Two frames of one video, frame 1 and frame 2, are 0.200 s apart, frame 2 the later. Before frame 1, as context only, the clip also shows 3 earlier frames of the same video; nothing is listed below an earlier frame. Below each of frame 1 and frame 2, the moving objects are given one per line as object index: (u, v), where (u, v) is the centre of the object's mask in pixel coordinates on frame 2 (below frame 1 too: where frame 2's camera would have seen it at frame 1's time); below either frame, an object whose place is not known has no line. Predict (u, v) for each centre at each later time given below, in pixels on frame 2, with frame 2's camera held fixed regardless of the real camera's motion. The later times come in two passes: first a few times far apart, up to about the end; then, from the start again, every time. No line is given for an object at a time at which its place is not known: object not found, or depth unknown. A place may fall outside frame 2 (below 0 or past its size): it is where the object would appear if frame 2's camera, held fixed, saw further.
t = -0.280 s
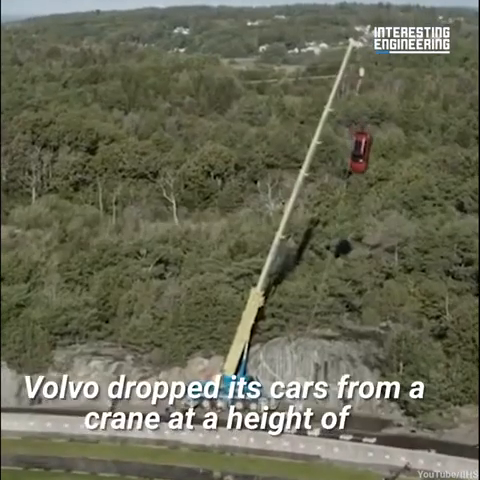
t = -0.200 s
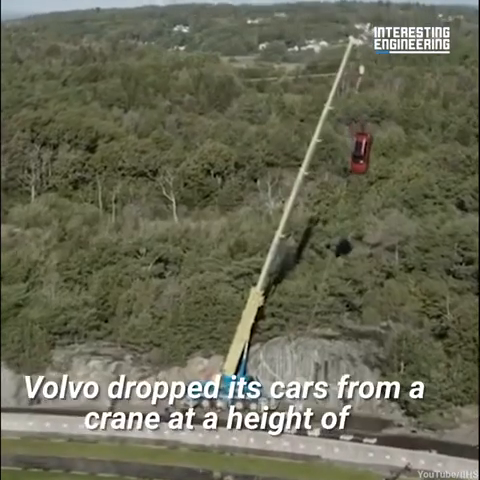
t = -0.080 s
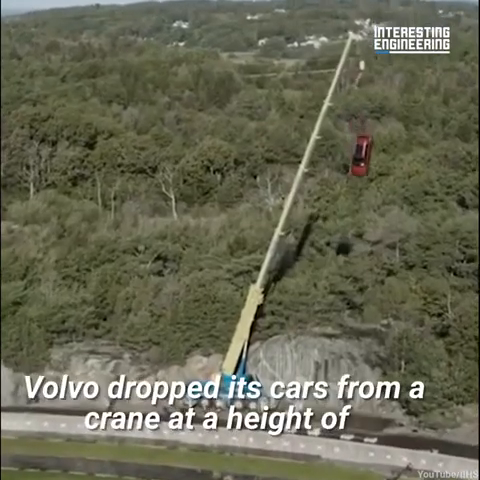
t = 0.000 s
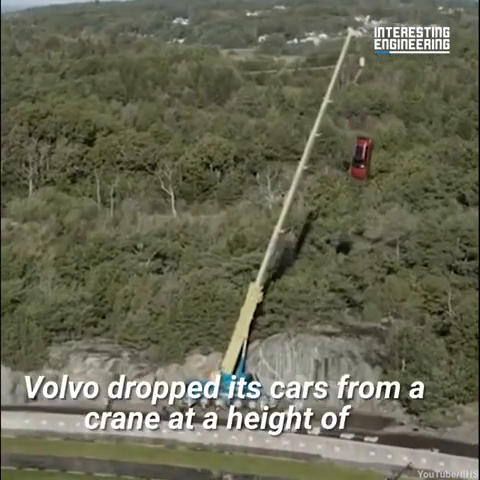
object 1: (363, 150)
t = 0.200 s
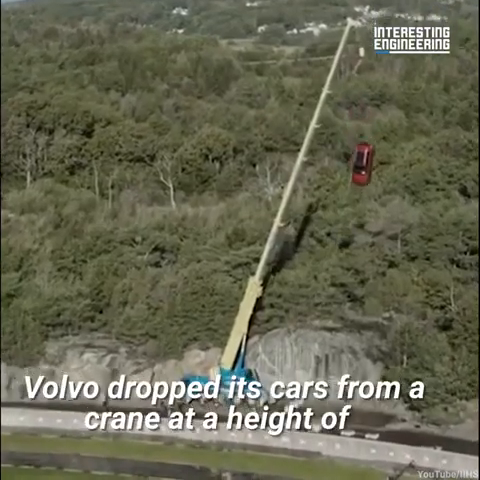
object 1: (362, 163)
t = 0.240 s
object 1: (362, 166)
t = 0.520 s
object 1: (362, 194)
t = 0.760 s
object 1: (362, 223)
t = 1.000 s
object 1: (362, 259)
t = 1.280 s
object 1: (361, 304)
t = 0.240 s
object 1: (362, 166)
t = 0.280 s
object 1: (362, 170)
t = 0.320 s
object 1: (362, 173)
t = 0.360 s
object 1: (363, 178)
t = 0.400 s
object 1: (362, 183)
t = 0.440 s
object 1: (362, 186)
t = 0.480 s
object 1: (363, 190)
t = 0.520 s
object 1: (362, 194)
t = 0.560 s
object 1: (362, 199)
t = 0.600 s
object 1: (362, 203)
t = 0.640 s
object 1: (362, 207)
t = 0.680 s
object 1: (362, 212)
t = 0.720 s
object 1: (362, 218)
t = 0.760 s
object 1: (362, 223)
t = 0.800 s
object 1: (362, 228)
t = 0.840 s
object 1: (362, 235)
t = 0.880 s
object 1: (362, 241)
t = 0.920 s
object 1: (362, 246)
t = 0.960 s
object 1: (362, 249)
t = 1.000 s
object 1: (362, 259)
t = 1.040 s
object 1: (362, 264)
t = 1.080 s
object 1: (362, 271)
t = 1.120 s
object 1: (362, 278)
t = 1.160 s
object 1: (362, 285)
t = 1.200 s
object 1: (362, 293)
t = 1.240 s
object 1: (362, 299)
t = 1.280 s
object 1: (361, 304)
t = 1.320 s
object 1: (362, 314)
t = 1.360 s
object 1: (362, 321)
